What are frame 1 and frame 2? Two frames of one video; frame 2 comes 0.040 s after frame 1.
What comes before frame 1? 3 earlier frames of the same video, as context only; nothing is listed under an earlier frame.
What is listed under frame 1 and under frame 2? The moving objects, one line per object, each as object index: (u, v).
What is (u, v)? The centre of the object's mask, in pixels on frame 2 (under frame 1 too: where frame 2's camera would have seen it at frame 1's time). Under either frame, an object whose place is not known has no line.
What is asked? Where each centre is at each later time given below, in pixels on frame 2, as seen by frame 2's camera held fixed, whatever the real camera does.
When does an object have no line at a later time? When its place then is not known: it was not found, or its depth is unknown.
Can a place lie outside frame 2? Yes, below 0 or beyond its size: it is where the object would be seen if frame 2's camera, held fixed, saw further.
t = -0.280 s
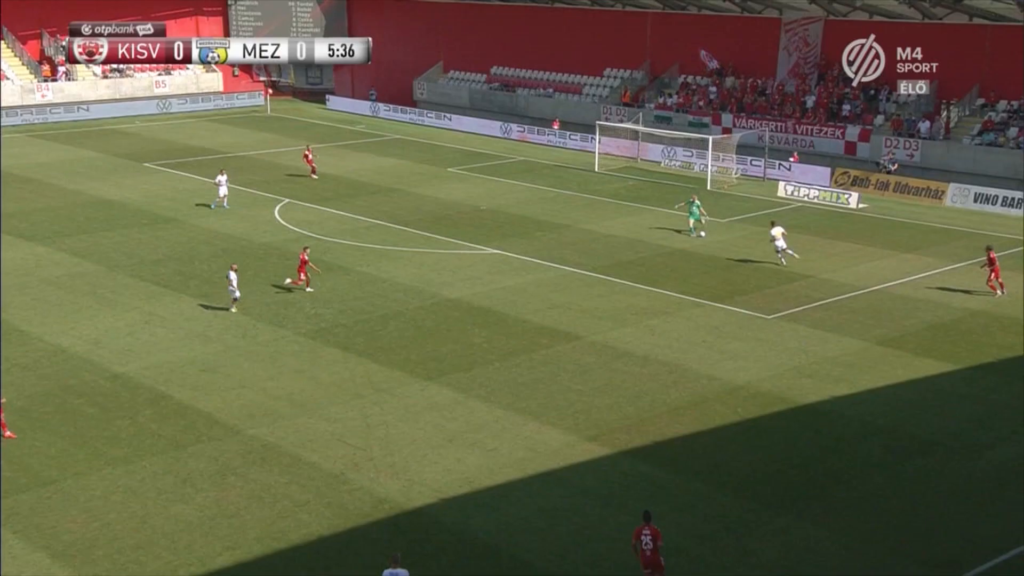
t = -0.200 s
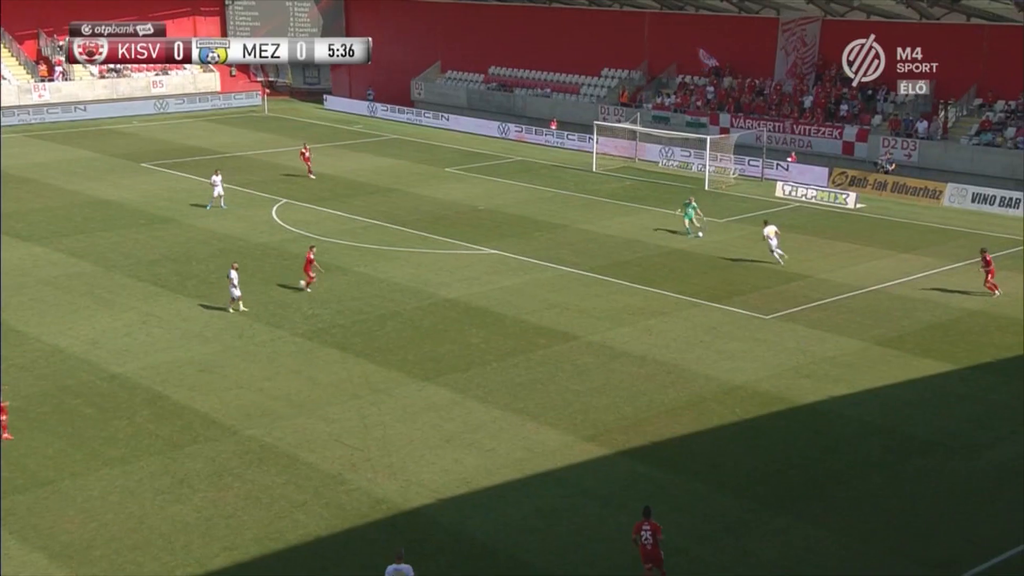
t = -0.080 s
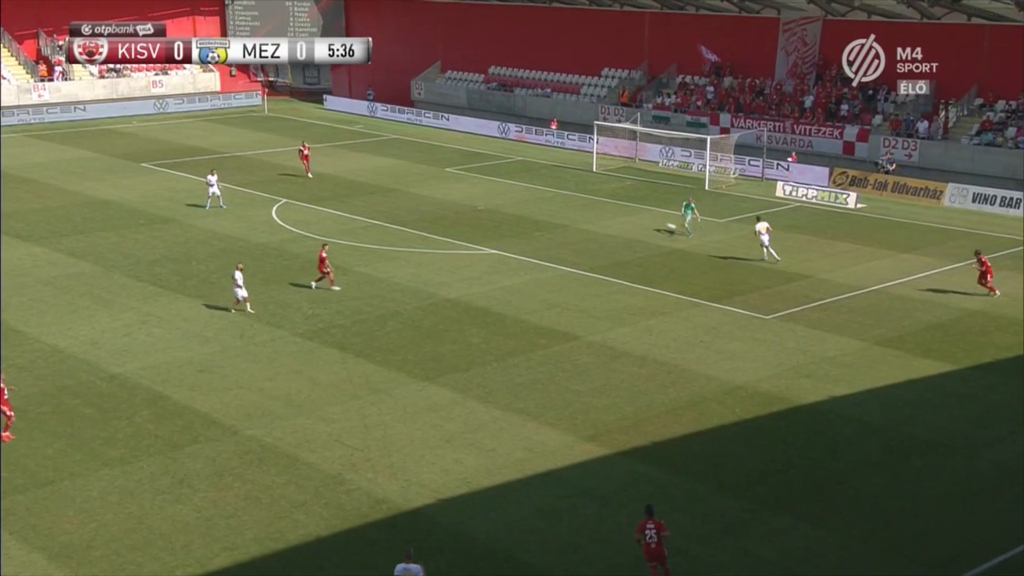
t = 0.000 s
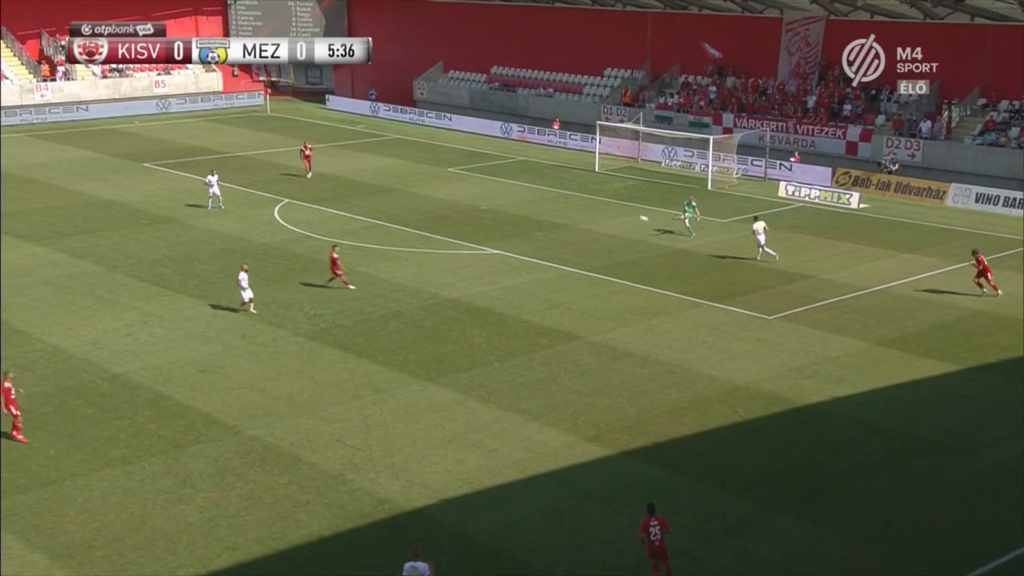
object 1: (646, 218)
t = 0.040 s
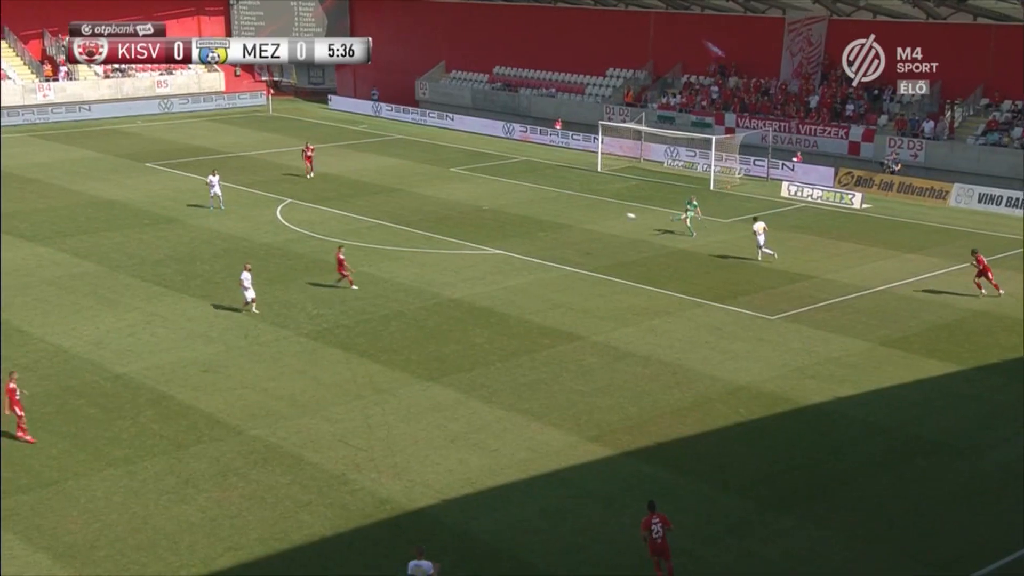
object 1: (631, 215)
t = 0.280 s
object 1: (532, 203)
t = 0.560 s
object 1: (412, 201)
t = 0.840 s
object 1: (277, 218)
